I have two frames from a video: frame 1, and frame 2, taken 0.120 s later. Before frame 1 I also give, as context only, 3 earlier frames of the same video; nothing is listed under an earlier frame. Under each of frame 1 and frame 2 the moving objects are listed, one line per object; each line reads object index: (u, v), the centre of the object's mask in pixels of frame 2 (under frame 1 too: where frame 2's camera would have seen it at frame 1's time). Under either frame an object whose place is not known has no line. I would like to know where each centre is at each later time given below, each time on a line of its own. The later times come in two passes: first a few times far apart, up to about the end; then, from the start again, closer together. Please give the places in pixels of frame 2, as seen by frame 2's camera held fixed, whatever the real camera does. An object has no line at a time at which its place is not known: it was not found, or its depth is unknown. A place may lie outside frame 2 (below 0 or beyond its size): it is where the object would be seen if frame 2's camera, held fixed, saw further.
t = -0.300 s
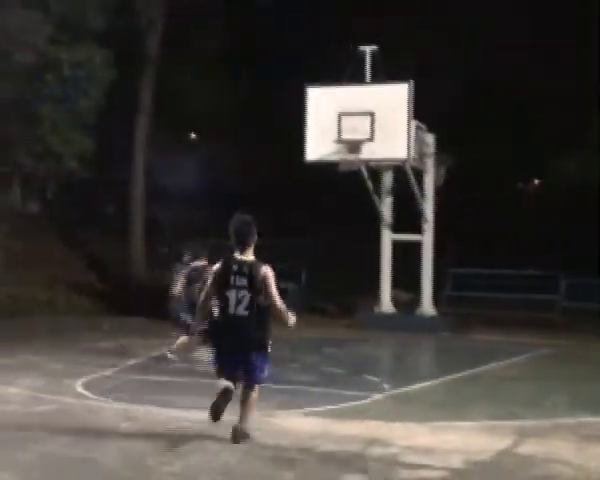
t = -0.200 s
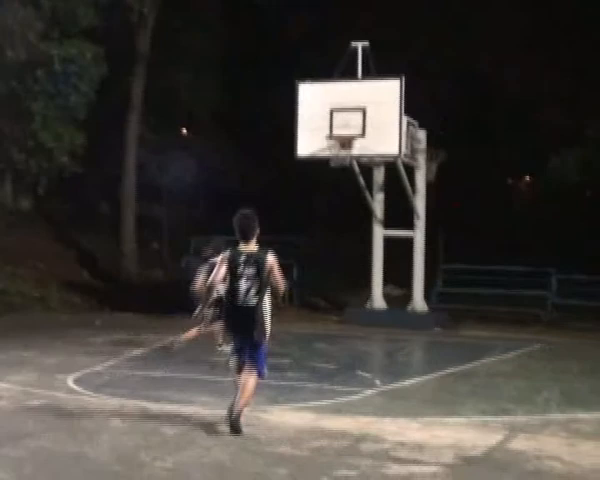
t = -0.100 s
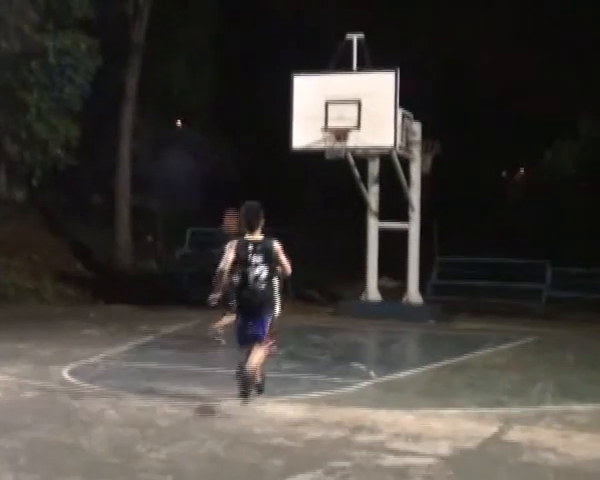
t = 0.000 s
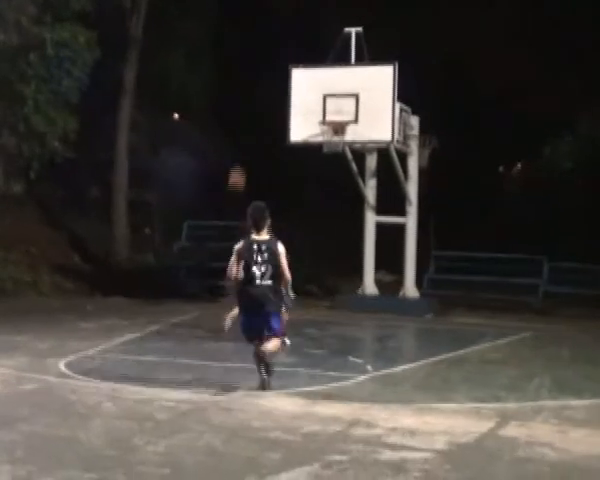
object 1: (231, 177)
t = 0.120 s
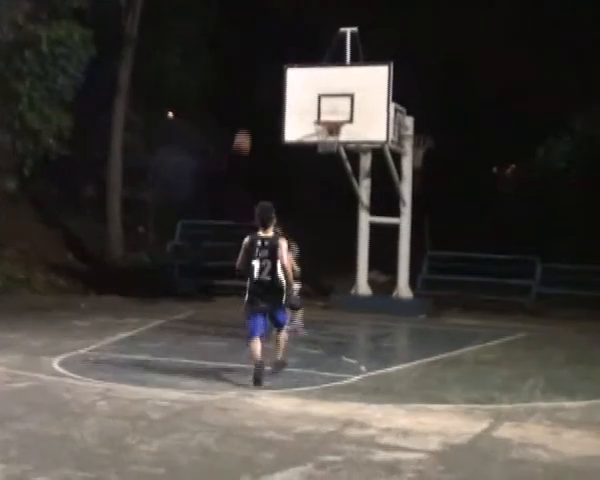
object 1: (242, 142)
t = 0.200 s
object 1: (250, 122)
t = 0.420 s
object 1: (269, 95)
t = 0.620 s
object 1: (286, 99)
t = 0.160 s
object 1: (246, 132)
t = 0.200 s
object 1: (250, 122)
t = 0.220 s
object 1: (251, 119)
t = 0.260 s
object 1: (255, 112)
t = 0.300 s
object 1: (259, 106)
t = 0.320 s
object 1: (260, 104)
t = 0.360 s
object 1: (264, 99)
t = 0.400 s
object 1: (268, 96)
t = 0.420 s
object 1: (269, 95)
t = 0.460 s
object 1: (272, 93)
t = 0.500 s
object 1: (275, 93)
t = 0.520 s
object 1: (277, 93)
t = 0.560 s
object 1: (281, 95)
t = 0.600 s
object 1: (285, 98)
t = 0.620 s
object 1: (286, 99)
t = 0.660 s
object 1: (290, 104)
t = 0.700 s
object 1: (294, 111)
